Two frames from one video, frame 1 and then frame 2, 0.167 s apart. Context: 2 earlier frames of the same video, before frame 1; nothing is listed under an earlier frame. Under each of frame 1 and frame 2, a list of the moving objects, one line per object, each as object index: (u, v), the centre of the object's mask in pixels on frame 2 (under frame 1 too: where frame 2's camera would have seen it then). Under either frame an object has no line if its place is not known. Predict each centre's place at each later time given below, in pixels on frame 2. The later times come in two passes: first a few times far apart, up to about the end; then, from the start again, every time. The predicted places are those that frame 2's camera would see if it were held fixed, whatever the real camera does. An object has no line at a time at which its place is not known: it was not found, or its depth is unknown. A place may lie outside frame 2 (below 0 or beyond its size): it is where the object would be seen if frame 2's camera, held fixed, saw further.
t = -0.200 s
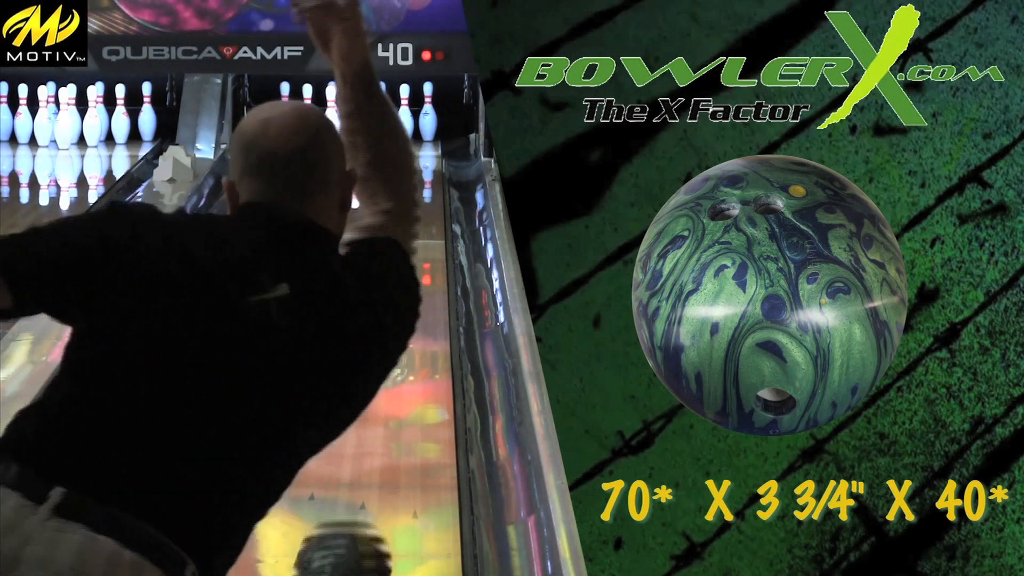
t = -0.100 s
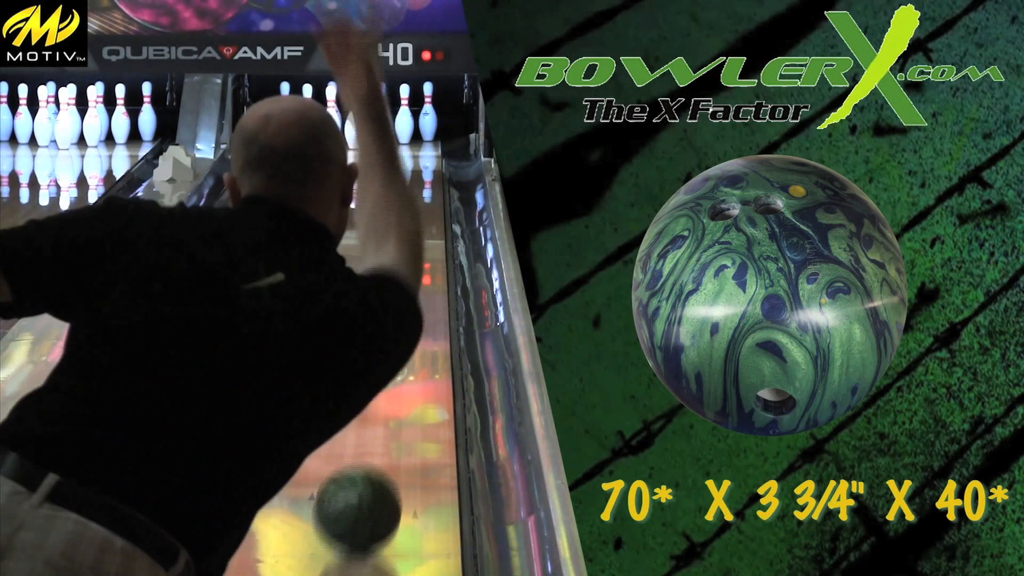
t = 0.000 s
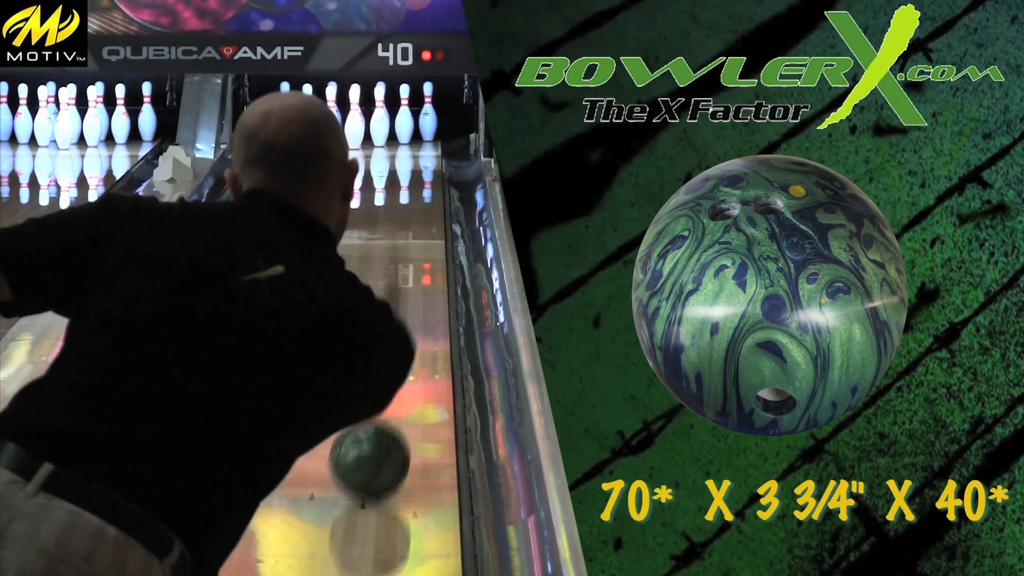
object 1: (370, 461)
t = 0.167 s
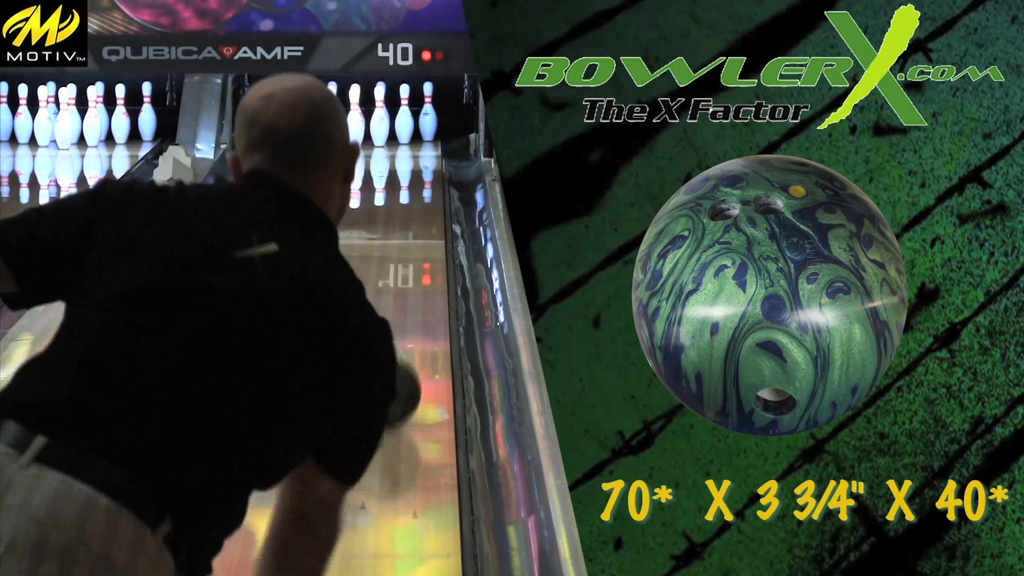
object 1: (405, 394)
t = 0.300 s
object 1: (409, 346)
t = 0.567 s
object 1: (400, 276)
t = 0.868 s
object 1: (407, 222)
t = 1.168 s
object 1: (406, 182)
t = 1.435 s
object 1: (394, 158)
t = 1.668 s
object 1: (377, 138)
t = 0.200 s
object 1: (404, 380)
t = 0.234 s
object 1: (405, 368)
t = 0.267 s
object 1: (406, 357)
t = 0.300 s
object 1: (409, 346)
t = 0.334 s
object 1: (411, 337)
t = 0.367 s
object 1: (411, 327)
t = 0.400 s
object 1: (411, 318)
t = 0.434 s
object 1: (410, 311)
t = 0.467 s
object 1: (407, 303)
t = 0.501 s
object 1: (403, 290)
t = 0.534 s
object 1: (402, 283)
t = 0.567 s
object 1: (400, 276)
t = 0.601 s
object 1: (402, 268)
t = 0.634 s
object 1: (403, 262)
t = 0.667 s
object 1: (402, 254)
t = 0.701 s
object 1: (404, 249)
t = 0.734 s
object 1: (406, 245)
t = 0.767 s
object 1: (405, 240)
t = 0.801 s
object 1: (404, 232)
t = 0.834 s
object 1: (406, 227)
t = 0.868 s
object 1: (407, 222)
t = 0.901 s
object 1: (407, 217)
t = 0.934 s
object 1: (408, 213)
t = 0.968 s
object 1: (409, 208)
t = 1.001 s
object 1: (408, 203)
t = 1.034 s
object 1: (407, 199)
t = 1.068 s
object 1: (406, 196)
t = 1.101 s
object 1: (406, 192)
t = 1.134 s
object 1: (407, 186)
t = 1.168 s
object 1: (406, 182)
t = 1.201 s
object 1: (402, 178)
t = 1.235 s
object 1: (401, 177)
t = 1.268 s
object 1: (401, 172)
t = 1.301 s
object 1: (400, 169)
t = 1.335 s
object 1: (399, 165)
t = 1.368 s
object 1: (397, 163)
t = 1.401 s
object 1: (395, 159)
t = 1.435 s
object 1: (394, 158)
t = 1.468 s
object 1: (392, 153)
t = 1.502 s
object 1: (389, 152)
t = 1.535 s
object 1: (386, 149)
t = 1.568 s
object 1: (387, 150)
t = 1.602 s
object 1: (380, 145)
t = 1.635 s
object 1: (379, 142)
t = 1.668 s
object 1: (377, 138)
